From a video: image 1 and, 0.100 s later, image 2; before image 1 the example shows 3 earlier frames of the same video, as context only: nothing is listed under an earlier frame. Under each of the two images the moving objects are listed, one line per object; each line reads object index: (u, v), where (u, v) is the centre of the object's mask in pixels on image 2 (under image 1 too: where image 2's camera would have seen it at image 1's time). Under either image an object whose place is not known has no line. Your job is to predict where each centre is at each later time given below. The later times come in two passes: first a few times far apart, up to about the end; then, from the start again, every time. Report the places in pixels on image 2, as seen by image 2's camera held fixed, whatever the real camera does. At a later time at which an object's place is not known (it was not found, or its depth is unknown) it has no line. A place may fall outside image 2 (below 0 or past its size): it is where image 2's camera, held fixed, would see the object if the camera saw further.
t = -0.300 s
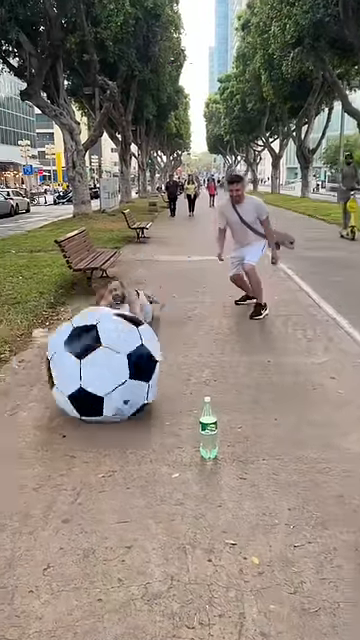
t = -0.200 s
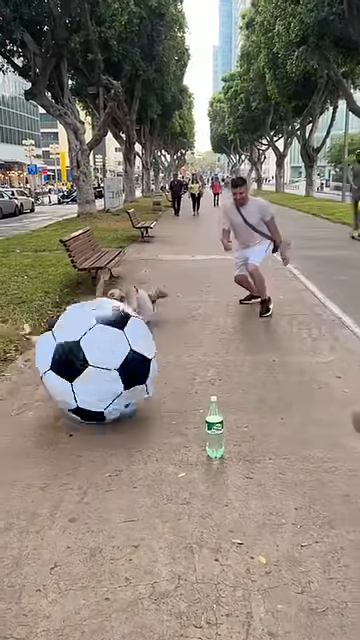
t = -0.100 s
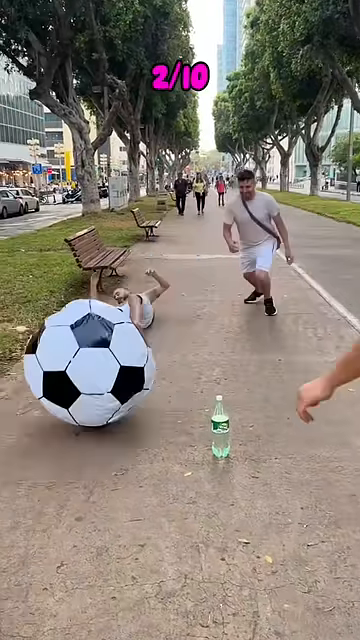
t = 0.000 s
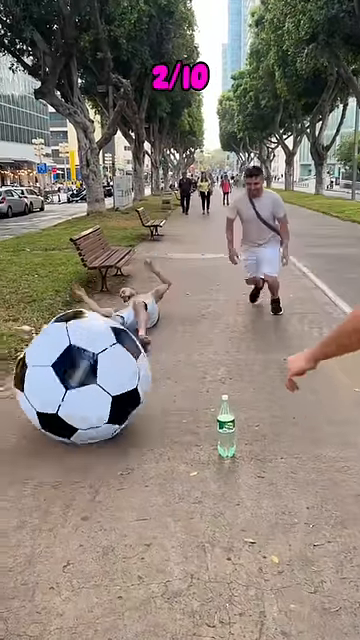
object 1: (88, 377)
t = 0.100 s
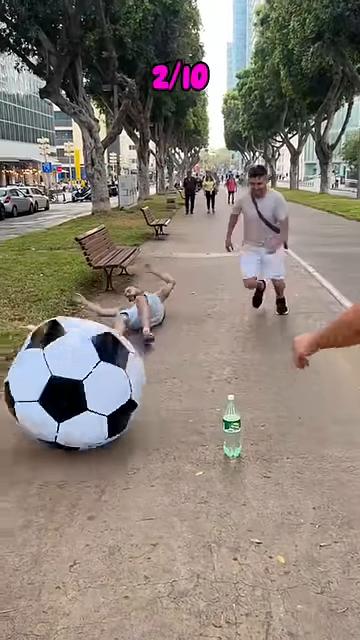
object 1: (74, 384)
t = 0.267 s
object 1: (52, 399)
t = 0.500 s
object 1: (29, 411)
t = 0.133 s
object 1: (69, 385)
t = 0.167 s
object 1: (65, 388)
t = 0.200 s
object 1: (60, 391)
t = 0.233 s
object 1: (56, 396)
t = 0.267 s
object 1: (52, 399)
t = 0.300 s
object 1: (48, 403)
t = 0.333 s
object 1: (45, 405)
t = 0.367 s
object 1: (41, 406)
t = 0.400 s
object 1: (39, 406)
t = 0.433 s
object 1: (35, 408)
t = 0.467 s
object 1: (32, 408)
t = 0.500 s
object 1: (29, 411)
